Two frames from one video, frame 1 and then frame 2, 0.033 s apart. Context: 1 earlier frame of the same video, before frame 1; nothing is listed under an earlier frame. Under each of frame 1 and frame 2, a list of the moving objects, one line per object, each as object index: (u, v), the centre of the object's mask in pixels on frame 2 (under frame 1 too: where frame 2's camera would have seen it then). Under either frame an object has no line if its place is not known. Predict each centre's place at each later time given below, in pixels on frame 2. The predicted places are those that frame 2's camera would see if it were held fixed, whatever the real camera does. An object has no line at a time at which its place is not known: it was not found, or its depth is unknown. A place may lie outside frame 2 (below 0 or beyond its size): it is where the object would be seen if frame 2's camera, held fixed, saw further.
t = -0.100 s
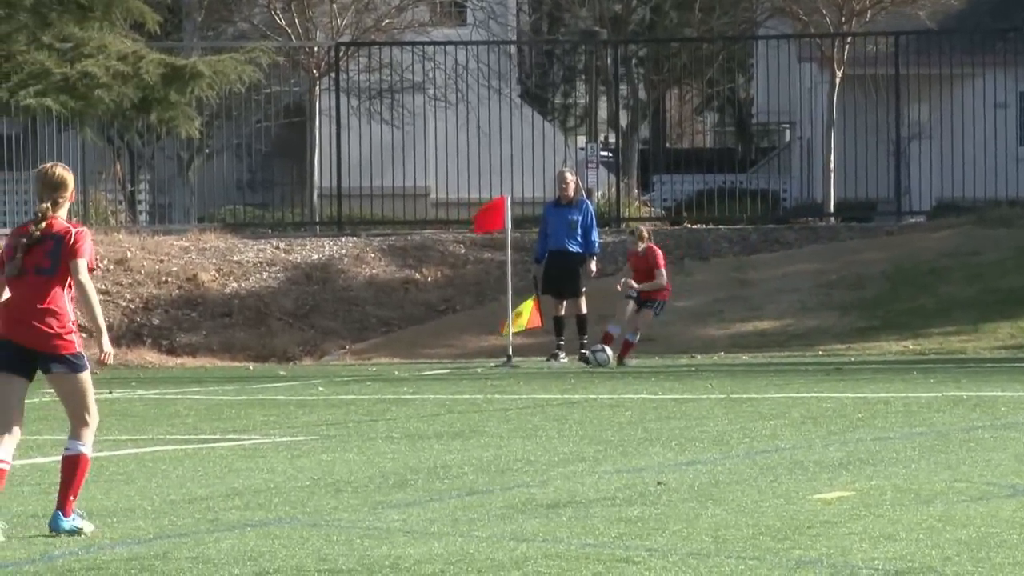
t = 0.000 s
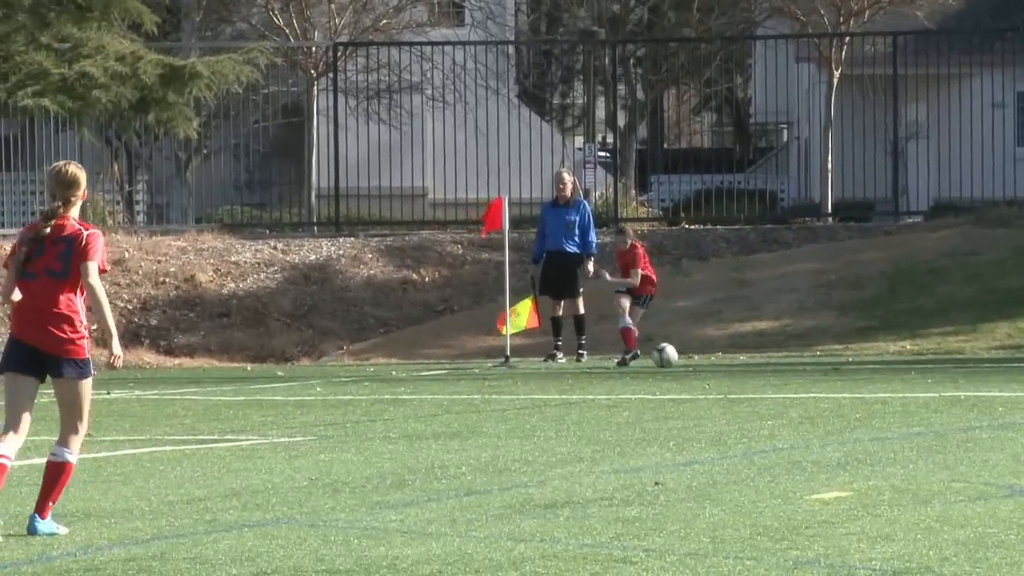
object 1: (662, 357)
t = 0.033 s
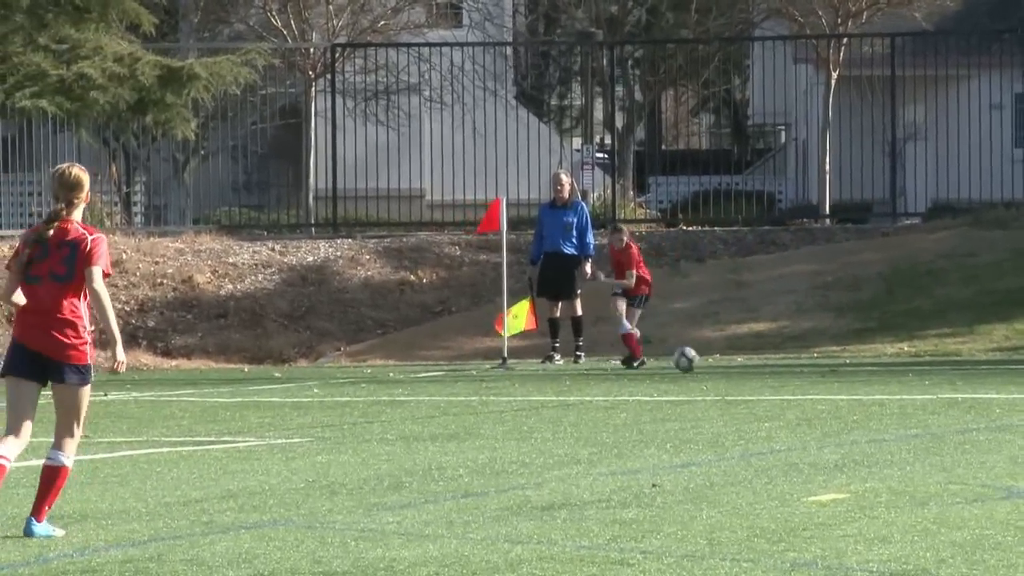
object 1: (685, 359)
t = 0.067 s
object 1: (710, 362)
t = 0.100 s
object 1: (734, 364)
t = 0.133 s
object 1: (757, 362)
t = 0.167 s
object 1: (779, 361)
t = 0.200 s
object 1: (803, 363)
